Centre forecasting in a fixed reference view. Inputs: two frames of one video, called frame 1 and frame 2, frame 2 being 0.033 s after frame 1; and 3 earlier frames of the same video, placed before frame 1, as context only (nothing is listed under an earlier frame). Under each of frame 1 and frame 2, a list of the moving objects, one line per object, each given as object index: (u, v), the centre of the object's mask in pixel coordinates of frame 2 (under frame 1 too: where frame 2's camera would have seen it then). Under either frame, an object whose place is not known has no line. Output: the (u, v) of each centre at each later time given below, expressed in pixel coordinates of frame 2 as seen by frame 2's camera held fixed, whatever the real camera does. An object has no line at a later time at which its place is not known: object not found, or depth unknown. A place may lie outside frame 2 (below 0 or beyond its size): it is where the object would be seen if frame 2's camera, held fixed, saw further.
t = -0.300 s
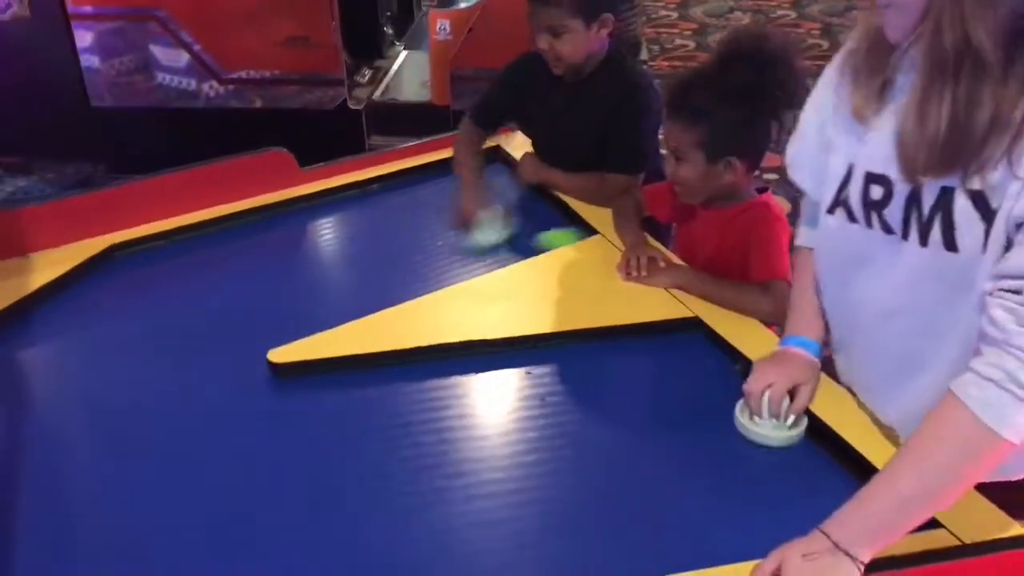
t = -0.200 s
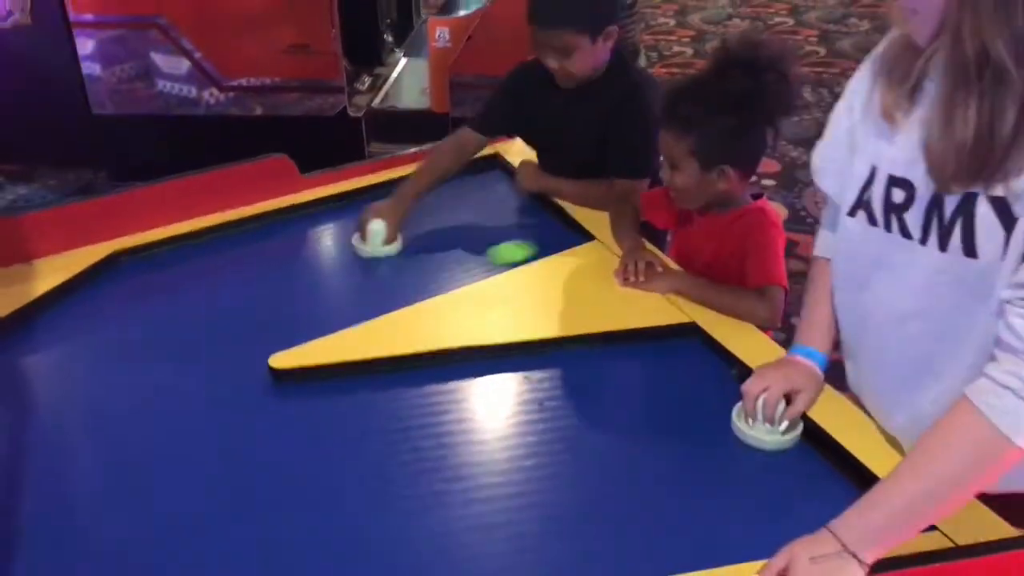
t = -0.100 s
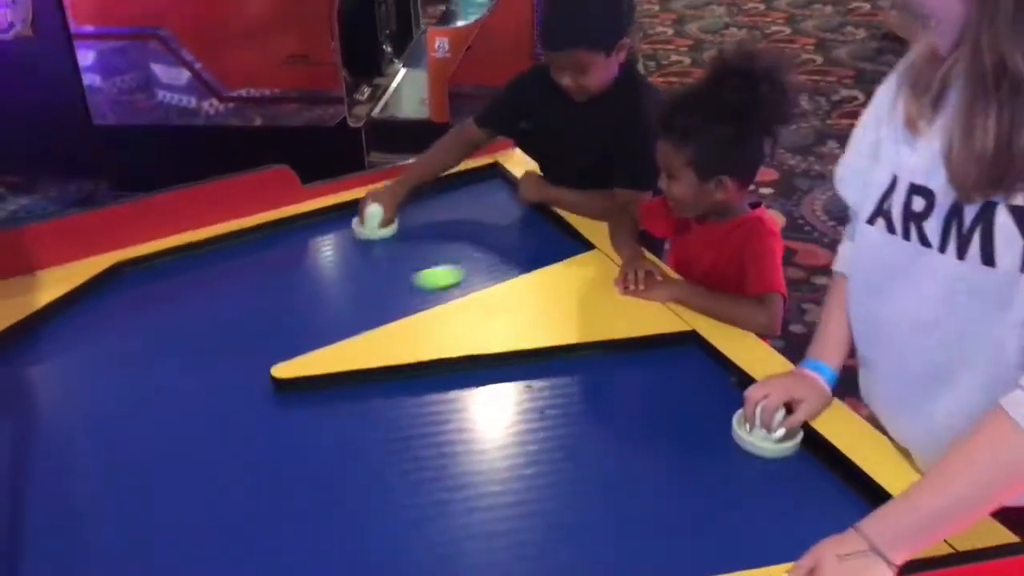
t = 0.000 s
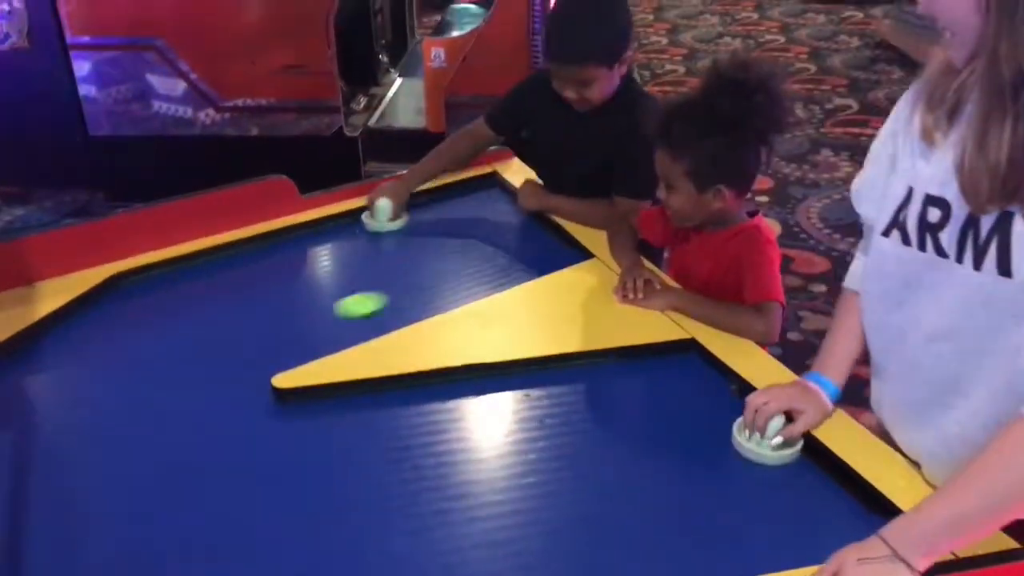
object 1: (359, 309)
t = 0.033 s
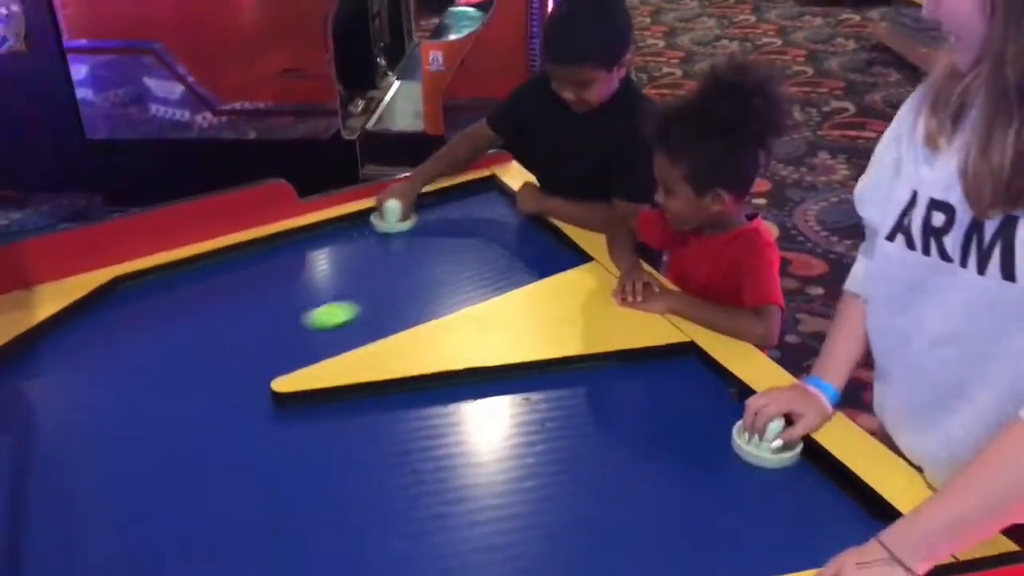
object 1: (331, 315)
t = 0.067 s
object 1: (303, 322)
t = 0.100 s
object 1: (275, 329)
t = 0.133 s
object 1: (246, 336)
